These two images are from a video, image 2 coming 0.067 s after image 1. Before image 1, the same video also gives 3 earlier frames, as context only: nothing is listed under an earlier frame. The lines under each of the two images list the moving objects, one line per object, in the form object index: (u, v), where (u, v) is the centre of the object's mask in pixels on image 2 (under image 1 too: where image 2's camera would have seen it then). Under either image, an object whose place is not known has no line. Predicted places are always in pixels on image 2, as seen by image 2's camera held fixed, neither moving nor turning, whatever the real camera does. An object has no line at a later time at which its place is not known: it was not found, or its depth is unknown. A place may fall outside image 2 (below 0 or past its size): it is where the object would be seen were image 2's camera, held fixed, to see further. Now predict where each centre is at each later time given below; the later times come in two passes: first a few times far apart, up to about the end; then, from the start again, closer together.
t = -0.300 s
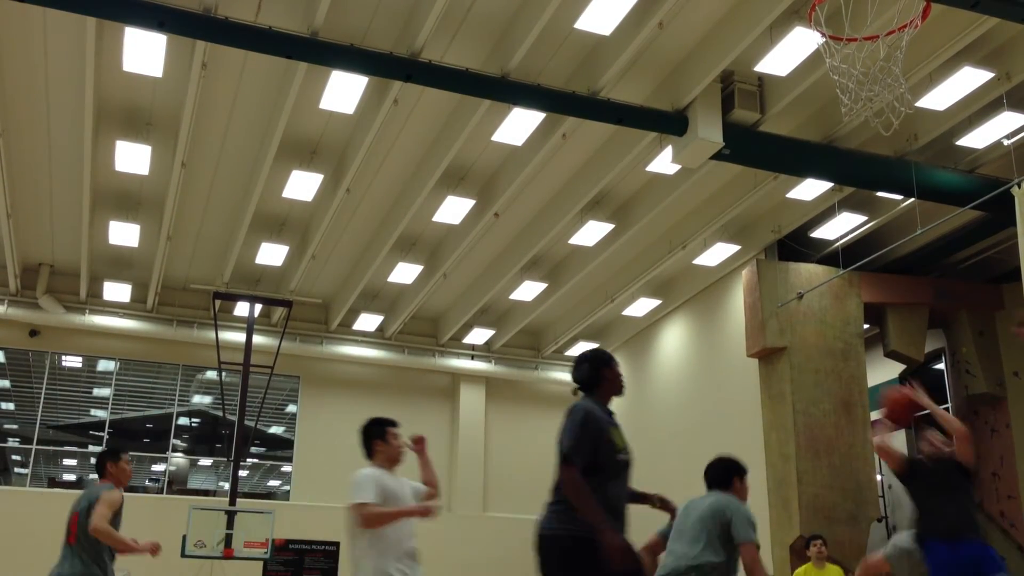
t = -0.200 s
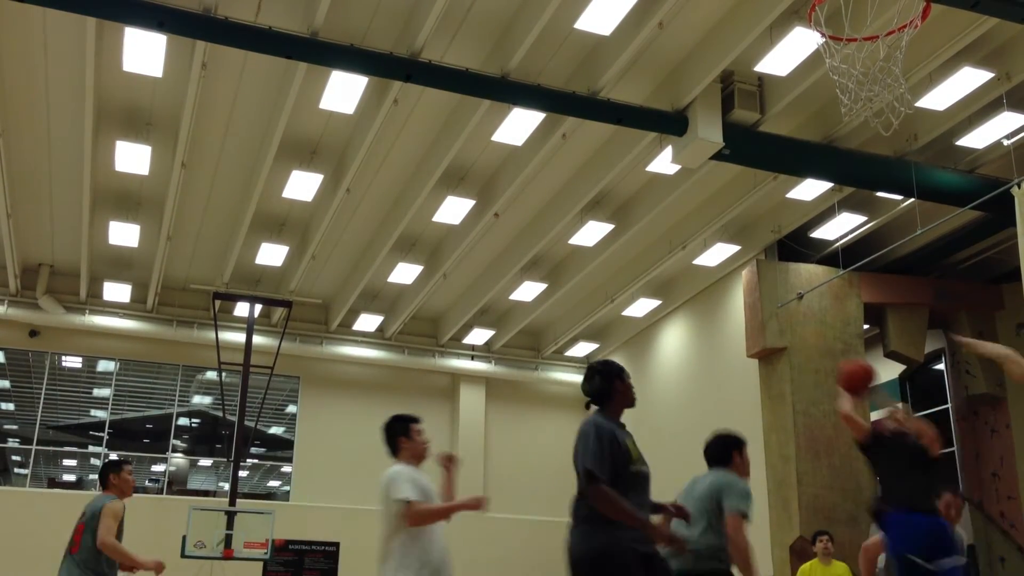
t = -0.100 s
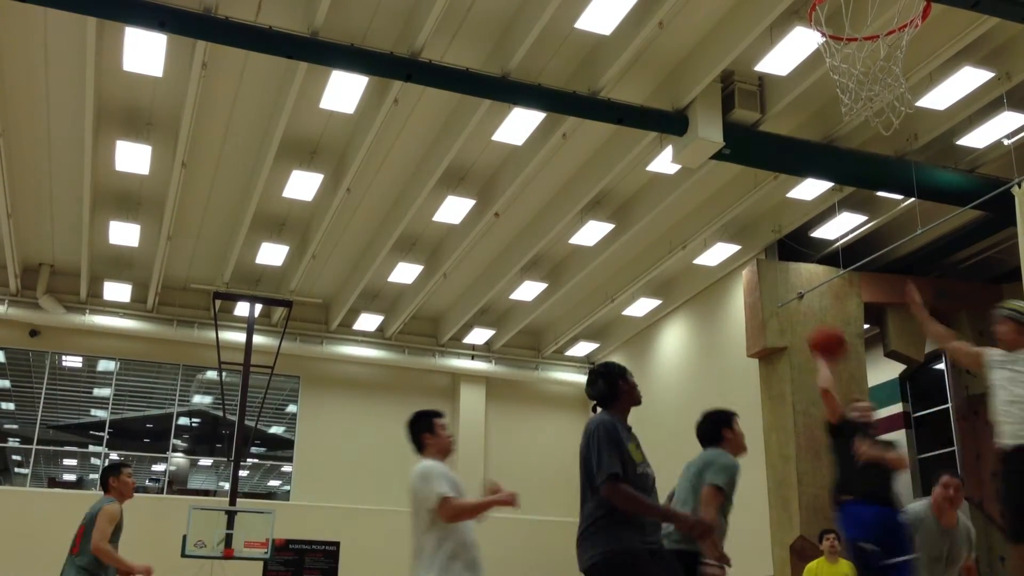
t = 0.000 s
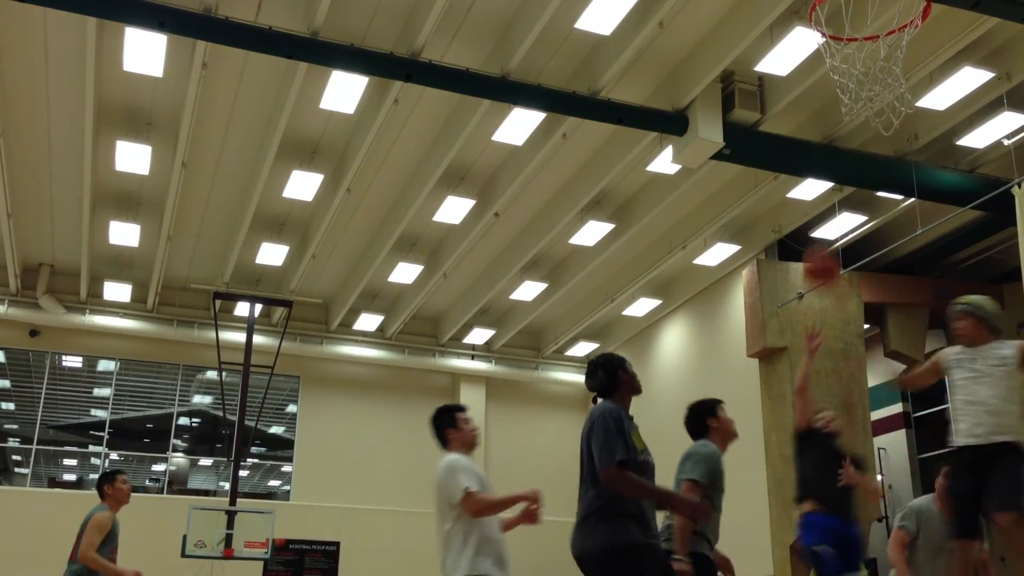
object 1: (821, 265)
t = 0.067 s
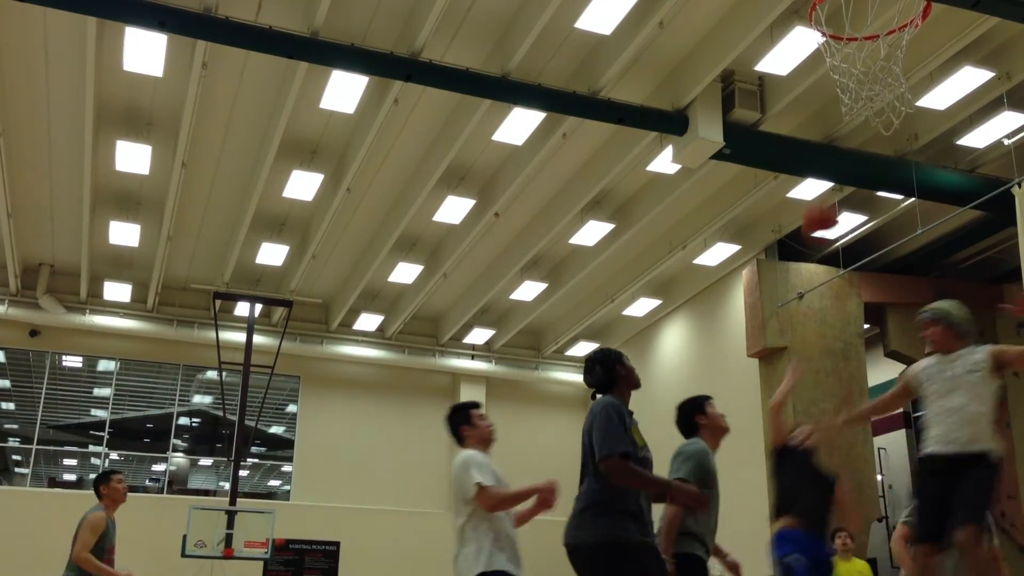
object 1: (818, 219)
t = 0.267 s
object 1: (824, 104)
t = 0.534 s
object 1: (845, 15)
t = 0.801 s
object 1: (885, 22)
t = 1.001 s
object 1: (895, 64)
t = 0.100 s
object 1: (823, 202)
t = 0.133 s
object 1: (823, 168)
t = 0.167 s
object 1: (823, 157)
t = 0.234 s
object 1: (825, 120)
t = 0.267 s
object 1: (824, 104)
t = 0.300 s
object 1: (824, 90)
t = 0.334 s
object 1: (826, 73)
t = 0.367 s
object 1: (831, 59)
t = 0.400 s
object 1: (833, 45)
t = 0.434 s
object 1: (842, 28)
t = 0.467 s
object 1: (842, 22)
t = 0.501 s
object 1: (843, 18)
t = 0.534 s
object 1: (845, 15)
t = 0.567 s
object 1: (848, 12)
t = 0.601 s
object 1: (851, 11)
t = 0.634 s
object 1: (854, 10)
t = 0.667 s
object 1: (859, 10)
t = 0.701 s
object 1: (866, 12)
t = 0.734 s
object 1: (870, 13)
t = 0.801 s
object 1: (885, 22)
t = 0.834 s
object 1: (889, 26)
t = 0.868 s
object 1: (891, 29)
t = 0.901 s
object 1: (892, 34)
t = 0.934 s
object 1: (892, 40)
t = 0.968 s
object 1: (893, 50)
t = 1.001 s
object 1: (895, 64)
